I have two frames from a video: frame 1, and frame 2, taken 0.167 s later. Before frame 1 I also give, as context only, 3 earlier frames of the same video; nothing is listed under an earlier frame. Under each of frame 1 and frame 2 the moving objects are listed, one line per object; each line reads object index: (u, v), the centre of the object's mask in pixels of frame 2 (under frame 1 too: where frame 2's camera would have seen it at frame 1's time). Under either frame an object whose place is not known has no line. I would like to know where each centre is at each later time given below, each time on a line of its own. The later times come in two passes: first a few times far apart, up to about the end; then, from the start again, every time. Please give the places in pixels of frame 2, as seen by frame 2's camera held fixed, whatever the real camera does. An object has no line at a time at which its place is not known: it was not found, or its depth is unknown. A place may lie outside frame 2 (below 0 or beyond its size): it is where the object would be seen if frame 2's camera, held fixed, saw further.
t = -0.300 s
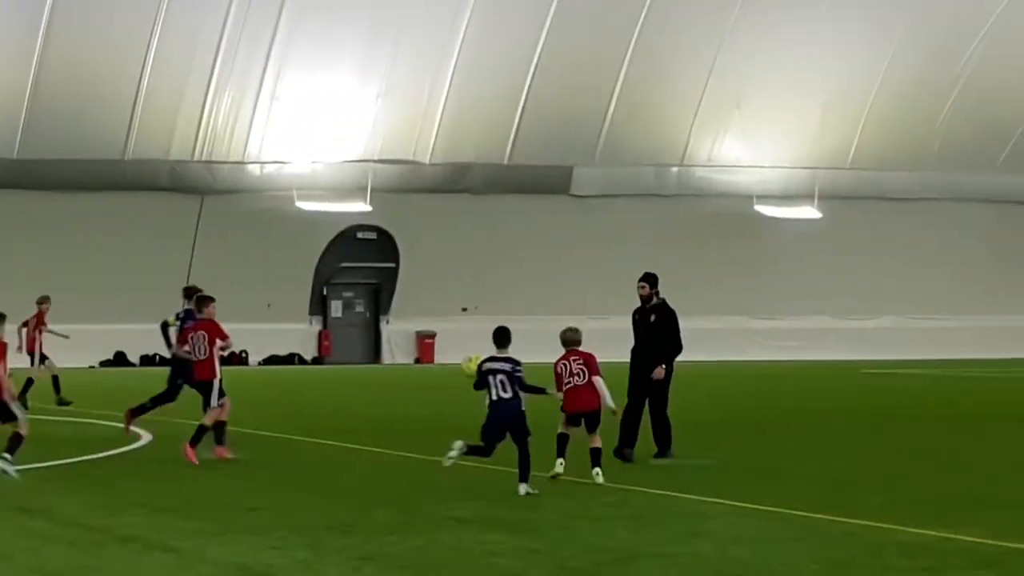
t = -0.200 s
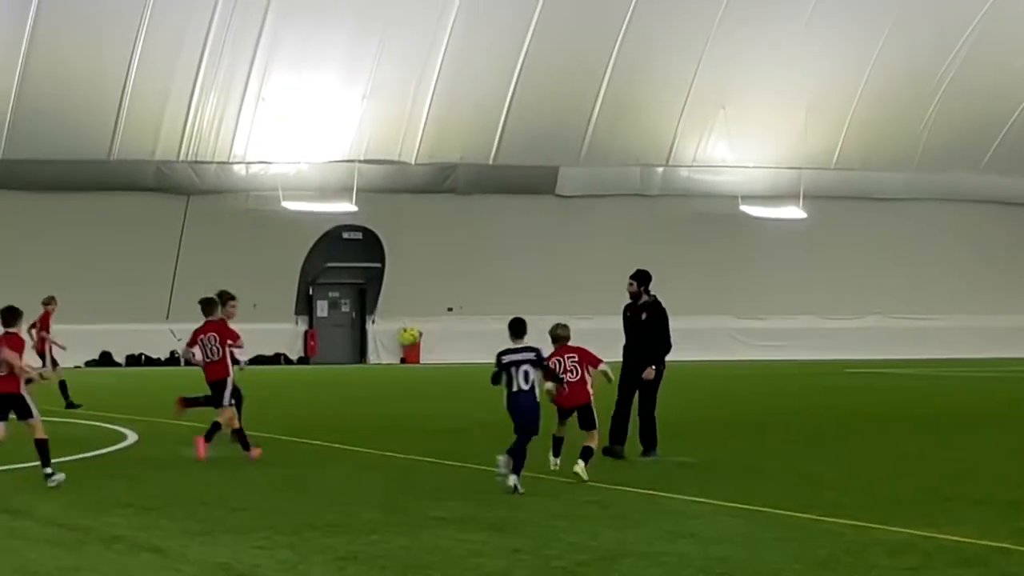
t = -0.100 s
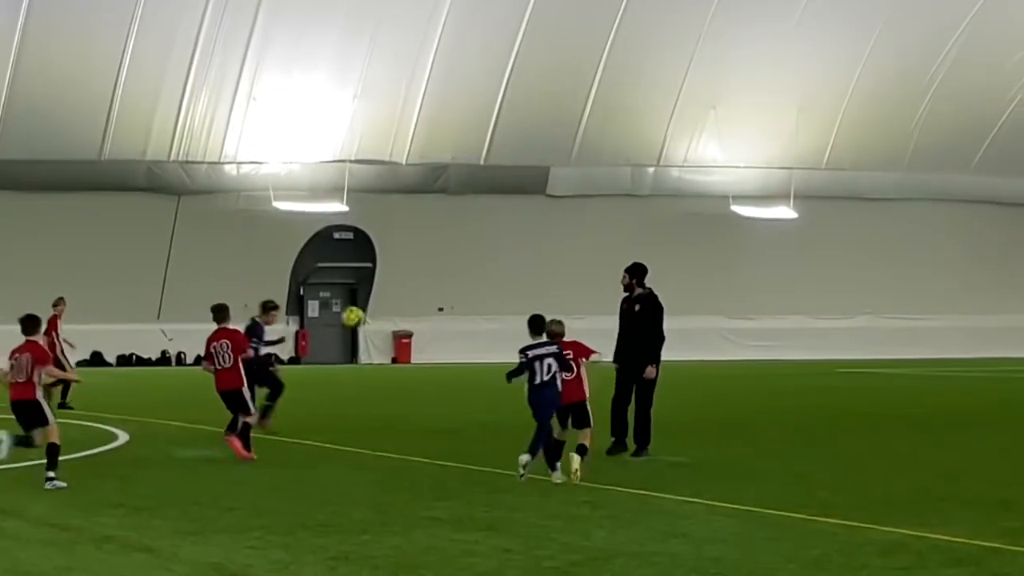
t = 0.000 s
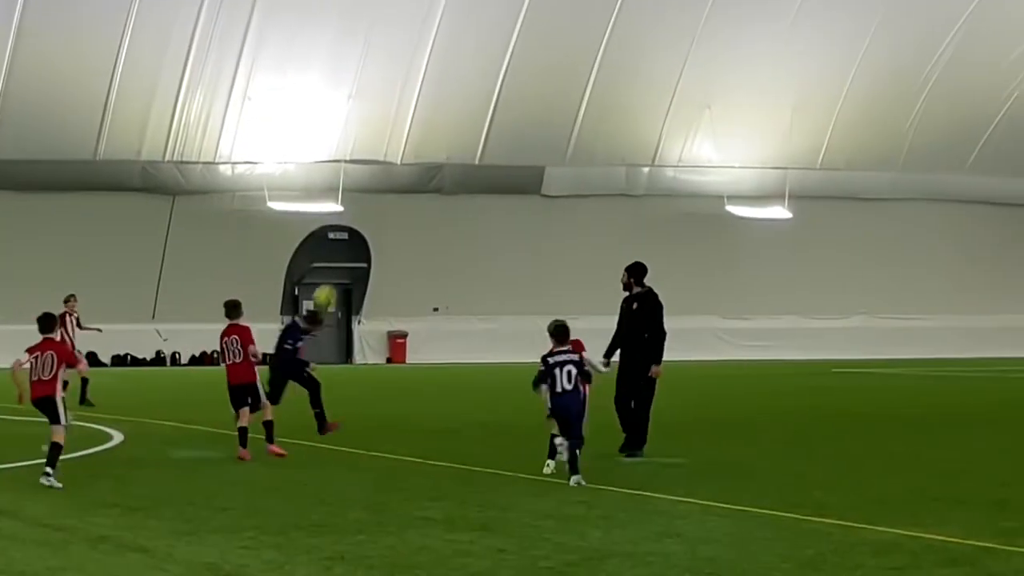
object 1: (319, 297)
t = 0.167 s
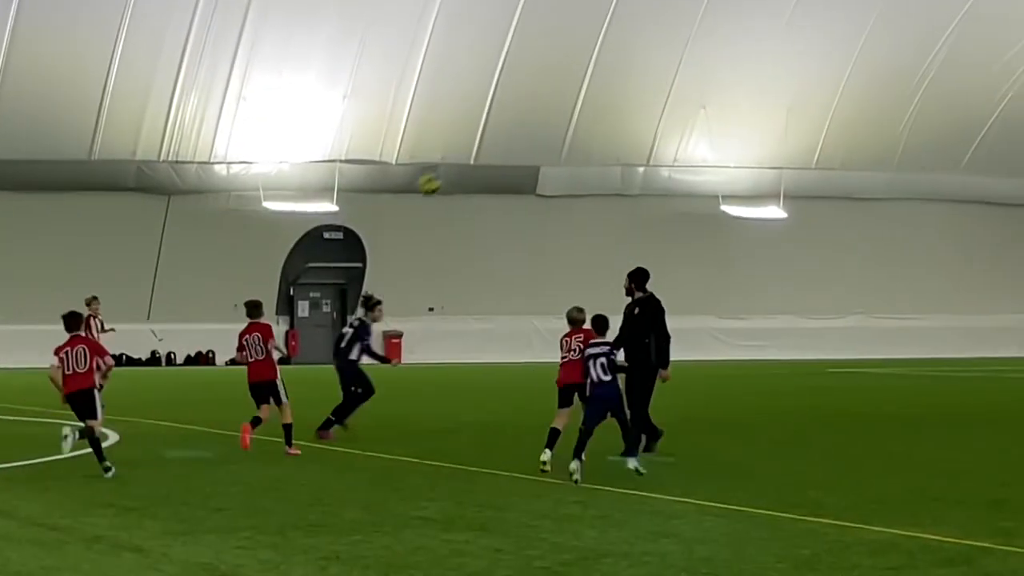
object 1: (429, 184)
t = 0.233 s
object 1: (471, 149)
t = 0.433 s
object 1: (599, 68)
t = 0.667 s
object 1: (744, 25)
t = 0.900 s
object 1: (883, 33)
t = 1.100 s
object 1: (1000, 79)
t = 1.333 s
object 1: (1134, 181)
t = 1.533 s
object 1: (1256, 310)
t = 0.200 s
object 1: (451, 166)
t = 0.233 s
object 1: (471, 149)
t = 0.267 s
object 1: (494, 133)
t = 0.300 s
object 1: (515, 117)
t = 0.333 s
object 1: (536, 103)
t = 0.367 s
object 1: (557, 91)
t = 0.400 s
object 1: (578, 79)
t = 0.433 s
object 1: (599, 68)
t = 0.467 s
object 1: (620, 59)
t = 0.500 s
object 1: (641, 51)
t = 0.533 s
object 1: (661, 43)
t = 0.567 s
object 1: (682, 37)
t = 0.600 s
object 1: (703, 32)
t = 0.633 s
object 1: (723, 28)
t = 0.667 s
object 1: (744, 25)
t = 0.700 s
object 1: (764, 23)
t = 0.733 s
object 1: (784, 22)
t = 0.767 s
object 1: (804, 22)
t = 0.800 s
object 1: (824, 23)
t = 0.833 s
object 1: (844, 25)
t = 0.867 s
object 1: (864, 29)
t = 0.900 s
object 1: (883, 33)
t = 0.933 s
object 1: (903, 38)
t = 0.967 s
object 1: (923, 45)
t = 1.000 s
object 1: (942, 51)
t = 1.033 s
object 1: (961, 60)
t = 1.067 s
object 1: (981, 69)
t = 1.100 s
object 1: (1000, 79)
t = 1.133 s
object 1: (1020, 91)
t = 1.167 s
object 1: (1038, 103)
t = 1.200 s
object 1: (1058, 117)
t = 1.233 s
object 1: (1077, 132)
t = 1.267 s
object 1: (1097, 147)
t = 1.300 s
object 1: (1116, 163)
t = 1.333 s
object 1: (1134, 181)
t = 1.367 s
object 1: (1154, 199)
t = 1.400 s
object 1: (1173, 218)
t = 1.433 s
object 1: (1194, 239)
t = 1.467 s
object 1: (1215, 260)
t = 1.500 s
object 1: (1236, 283)
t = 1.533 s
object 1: (1256, 310)
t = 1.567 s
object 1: (1276, 334)
